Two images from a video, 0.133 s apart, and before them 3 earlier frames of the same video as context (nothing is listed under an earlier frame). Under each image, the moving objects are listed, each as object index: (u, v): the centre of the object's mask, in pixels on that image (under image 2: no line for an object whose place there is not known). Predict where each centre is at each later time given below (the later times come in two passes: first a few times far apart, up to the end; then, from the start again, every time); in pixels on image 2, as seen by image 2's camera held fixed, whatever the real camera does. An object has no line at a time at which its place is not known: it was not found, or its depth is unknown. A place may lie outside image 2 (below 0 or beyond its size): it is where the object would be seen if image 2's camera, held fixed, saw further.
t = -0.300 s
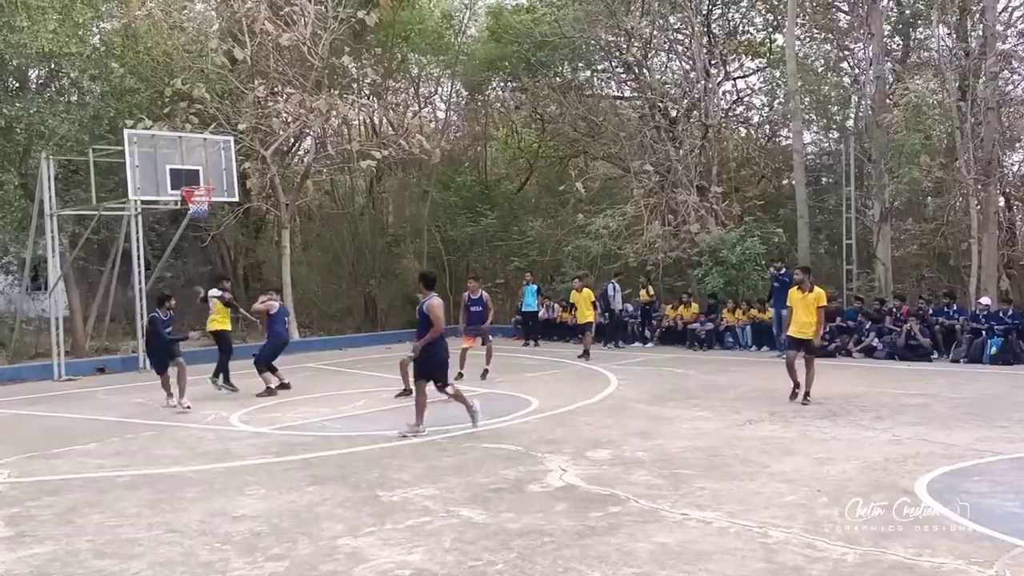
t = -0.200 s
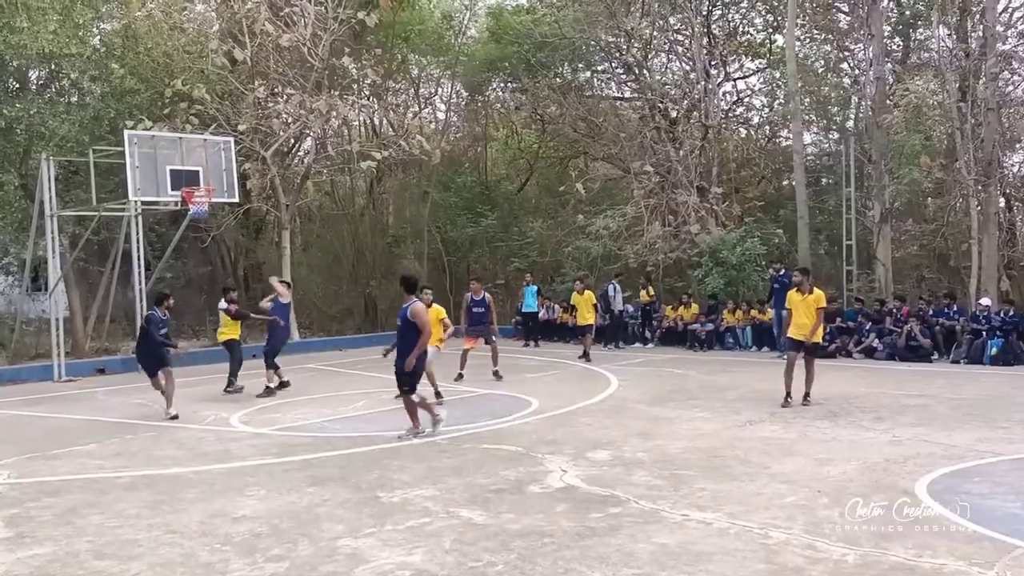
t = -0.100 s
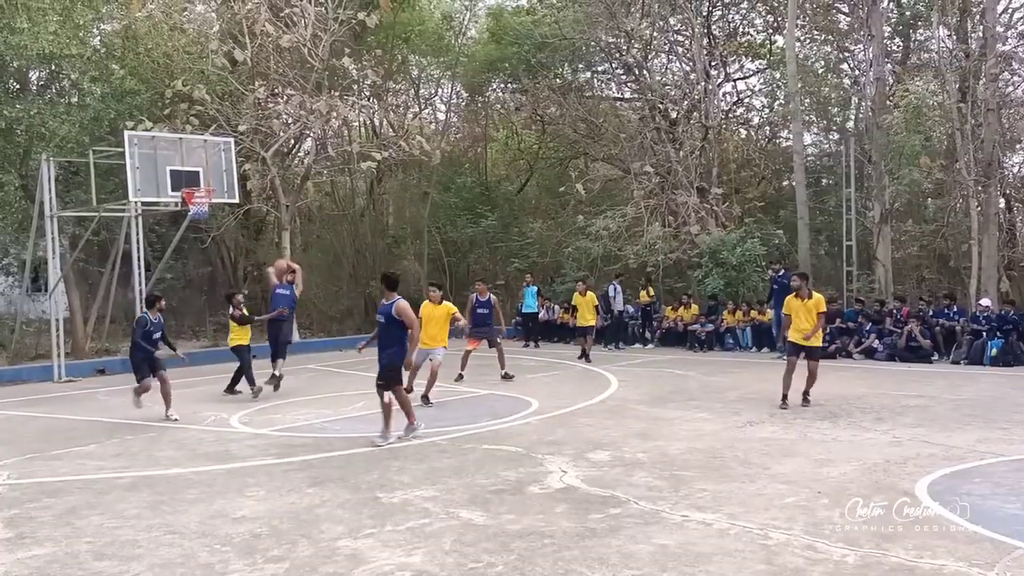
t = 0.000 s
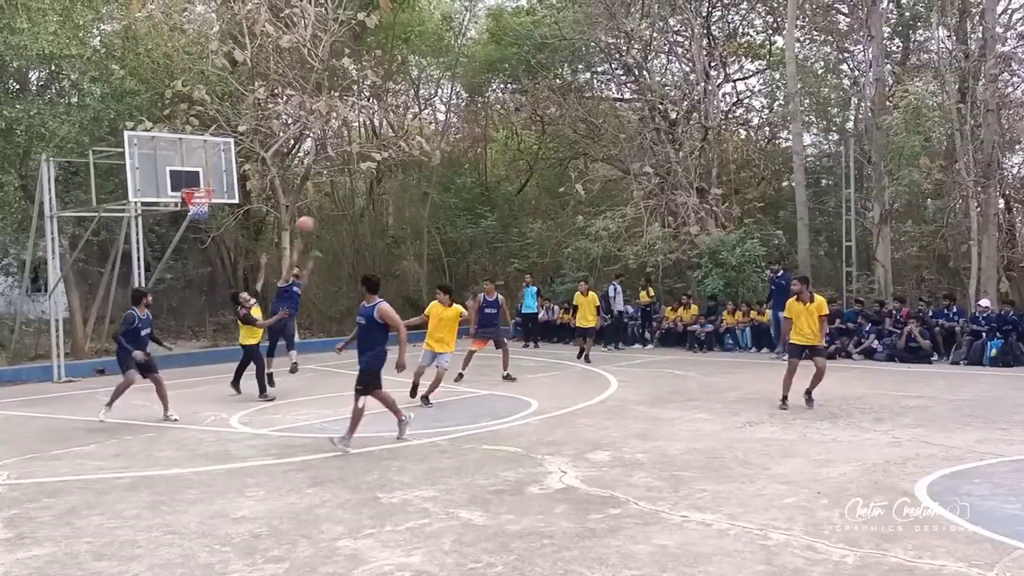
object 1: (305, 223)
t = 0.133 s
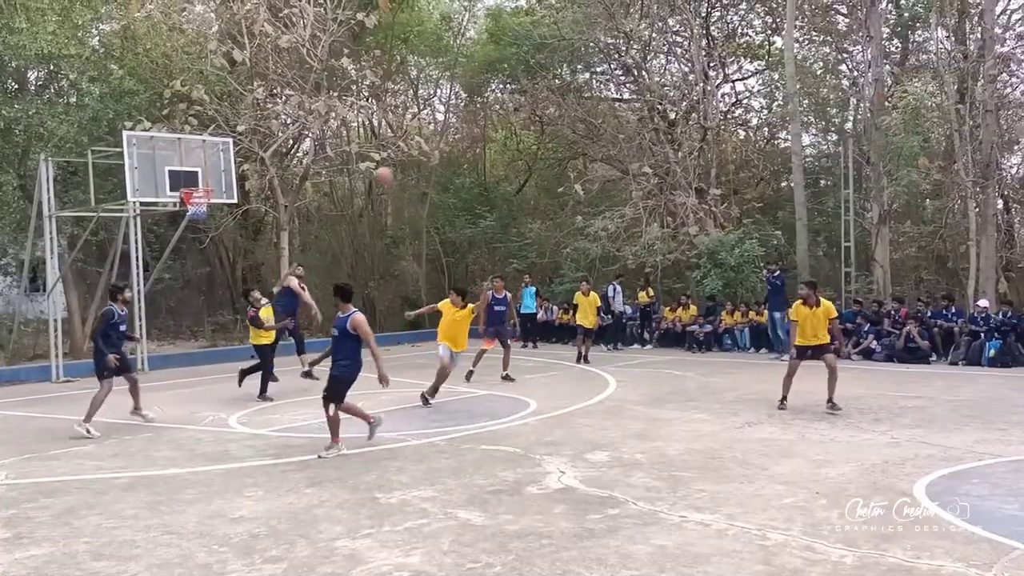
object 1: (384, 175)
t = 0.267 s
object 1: (478, 132)
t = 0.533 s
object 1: (727, 65)
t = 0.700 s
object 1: (950, 49)
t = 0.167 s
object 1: (405, 163)
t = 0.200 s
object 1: (429, 154)
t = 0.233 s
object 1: (452, 144)
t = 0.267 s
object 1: (478, 132)
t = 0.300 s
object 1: (503, 121)
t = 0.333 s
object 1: (531, 111)
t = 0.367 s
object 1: (561, 103)
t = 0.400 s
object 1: (589, 94)
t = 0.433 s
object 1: (623, 86)
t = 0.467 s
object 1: (656, 79)
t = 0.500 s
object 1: (691, 72)
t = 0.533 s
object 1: (727, 65)
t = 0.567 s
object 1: (768, 60)
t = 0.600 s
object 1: (809, 56)
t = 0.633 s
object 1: (853, 52)
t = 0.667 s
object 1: (900, 50)
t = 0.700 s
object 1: (950, 49)
